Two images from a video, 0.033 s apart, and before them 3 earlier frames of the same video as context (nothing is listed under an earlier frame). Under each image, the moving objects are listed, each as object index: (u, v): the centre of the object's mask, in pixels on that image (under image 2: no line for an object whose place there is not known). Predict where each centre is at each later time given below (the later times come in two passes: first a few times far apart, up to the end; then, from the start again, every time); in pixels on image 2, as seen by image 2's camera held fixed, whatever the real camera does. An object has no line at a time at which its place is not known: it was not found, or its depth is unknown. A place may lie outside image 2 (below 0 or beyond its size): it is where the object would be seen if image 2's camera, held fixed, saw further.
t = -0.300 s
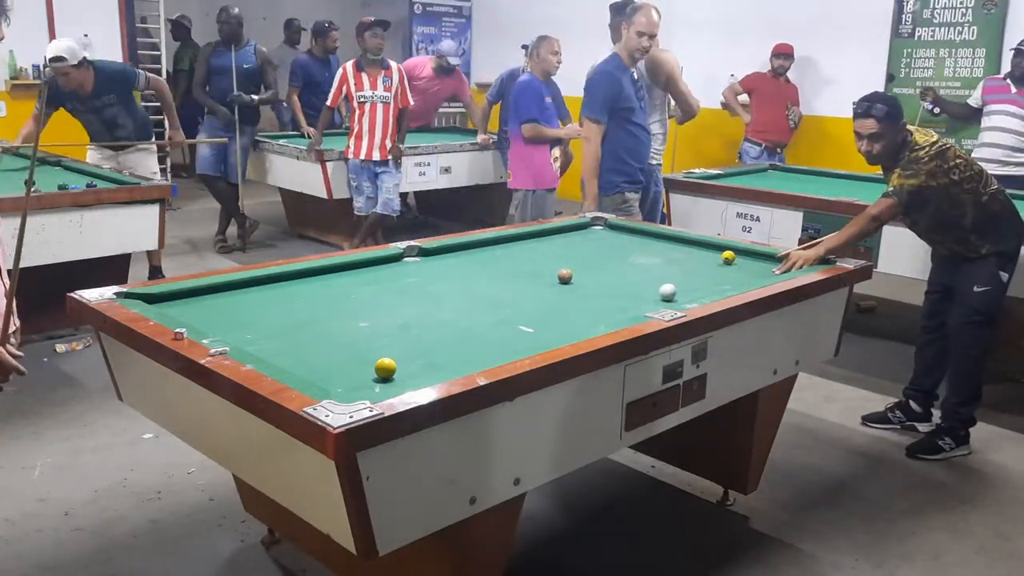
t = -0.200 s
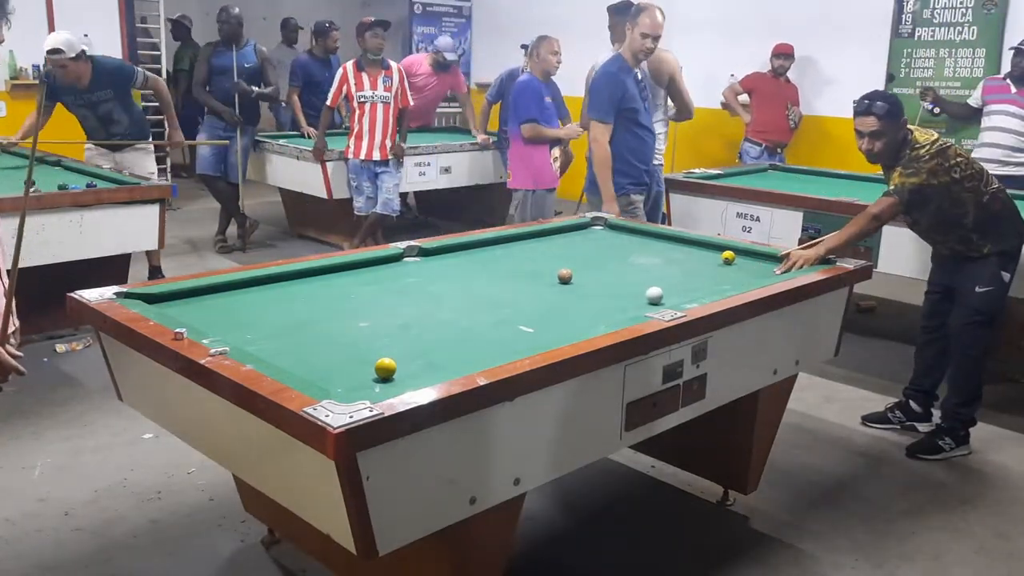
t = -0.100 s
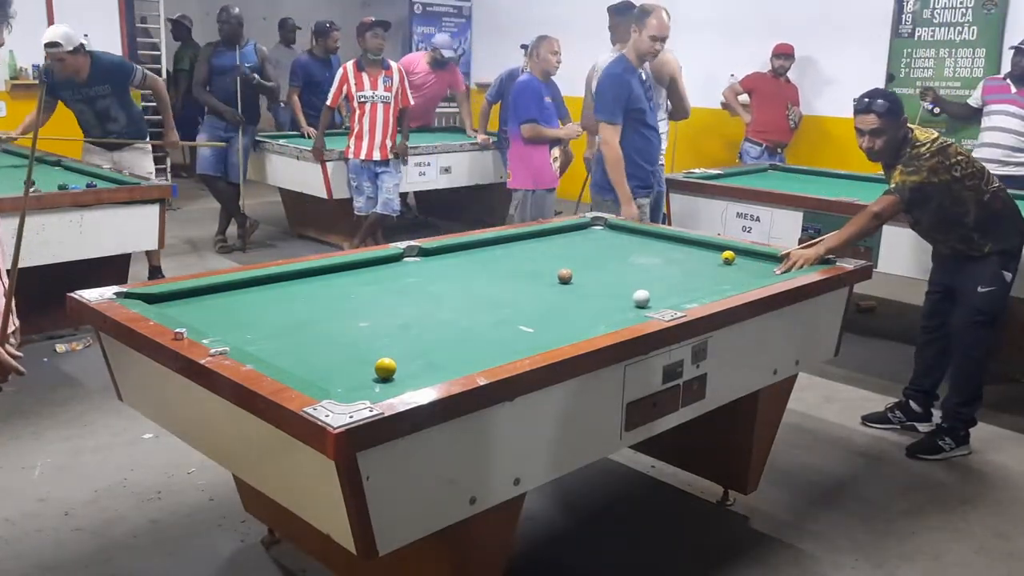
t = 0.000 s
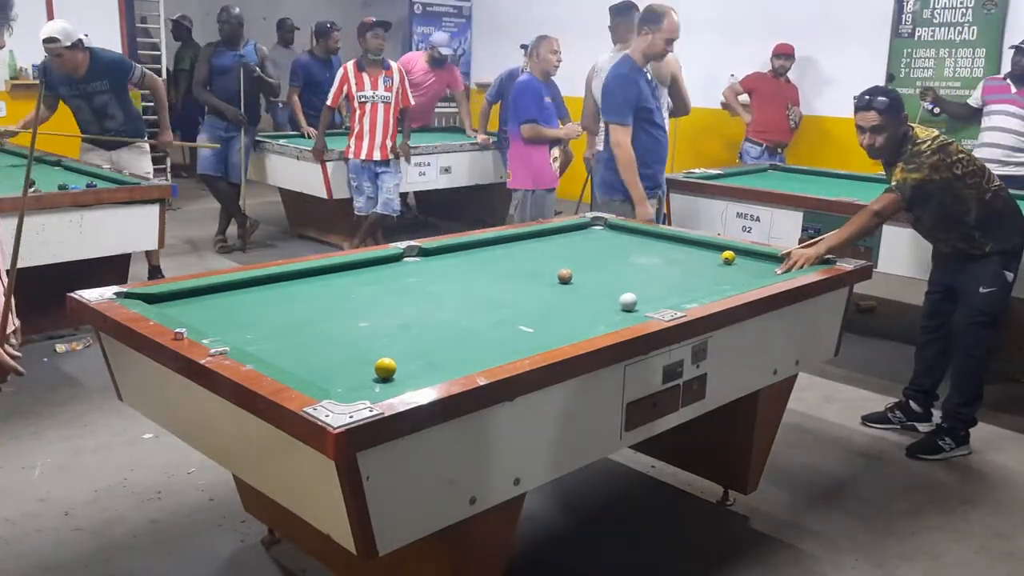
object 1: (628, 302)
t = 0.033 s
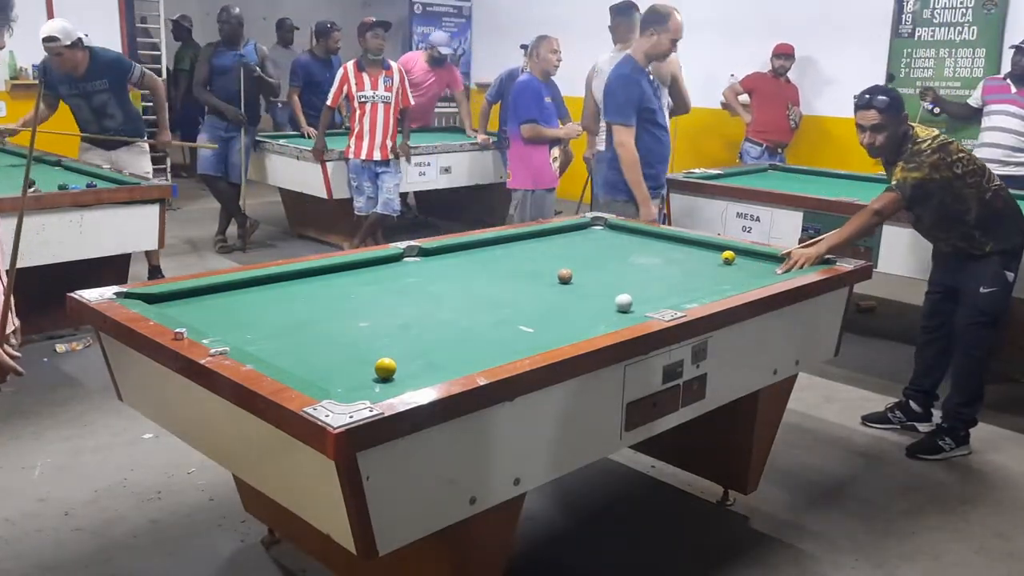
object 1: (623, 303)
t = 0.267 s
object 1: (592, 311)
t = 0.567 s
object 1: (550, 320)
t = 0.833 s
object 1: (513, 329)
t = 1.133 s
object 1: (470, 340)
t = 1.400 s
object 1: (431, 349)
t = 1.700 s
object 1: (388, 354)
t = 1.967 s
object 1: (347, 367)
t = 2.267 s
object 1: (306, 370)
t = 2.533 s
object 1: (314, 368)
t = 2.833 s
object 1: (330, 361)
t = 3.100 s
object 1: (341, 357)
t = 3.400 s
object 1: (350, 353)
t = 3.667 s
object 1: (354, 350)
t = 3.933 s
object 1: (357, 350)
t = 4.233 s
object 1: (358, 350)
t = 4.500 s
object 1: (358, 350)
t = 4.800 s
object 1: (358, 350)
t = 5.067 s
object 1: (358, 350)
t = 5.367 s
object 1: (358, 350)
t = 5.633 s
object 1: (358, 350)
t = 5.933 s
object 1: (358, 350)
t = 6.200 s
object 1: (358, 350)
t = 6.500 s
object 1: (358, 350)
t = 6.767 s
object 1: (358, 350)
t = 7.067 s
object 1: (358, 350)
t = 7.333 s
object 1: (358, 350)
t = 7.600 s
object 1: (358, 350)
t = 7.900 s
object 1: (358, 350)
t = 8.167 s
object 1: (358, 350)
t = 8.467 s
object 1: (358, 350)
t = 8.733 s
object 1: (358, 350)
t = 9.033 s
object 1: (358, 350)
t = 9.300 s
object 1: (358, 349)
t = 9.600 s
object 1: (358, 350)
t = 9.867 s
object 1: (358, 350)
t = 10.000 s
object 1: (358, 349)
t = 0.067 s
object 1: (619, 304)
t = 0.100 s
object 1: (615, 305)
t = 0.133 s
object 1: (610, 306)
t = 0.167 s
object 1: (605, 307)
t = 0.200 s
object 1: (601, 308)
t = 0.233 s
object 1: (597, 309)
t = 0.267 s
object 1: (592, 311)
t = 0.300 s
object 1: (587, 312)
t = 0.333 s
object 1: (583, 313)
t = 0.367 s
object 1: (578, 314)
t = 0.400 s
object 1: (574, 315)
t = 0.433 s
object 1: (569, 316)
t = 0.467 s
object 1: (564, 317)
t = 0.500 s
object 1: (560, 318)
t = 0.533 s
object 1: (555, 319)
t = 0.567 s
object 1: (550, 320)
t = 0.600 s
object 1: (546, 321)
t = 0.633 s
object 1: (541, 322)
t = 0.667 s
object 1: (536, 324)
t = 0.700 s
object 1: (532, 325)
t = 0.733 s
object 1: (527, 326)
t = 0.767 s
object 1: (522, 327)
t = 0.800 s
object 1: (517, 328)
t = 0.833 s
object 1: (513, 329)
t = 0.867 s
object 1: (508, 330)
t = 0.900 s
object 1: (503, 332)
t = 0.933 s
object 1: (498, 333)
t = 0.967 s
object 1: (494, 334)
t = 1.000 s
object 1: (489, 335)
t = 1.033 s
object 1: (484, 336)
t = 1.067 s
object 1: (479, 338)
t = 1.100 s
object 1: (475, 339)
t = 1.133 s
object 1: (470, 340)
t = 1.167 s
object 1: (465, 341)
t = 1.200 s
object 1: (460, 342)
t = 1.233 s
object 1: (455, 343)
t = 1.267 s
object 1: (450, 344)
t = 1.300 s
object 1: (446, 346)
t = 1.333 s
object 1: (441, 347)
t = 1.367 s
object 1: (436, 348)
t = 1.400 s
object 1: (431, 349)
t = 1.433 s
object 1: (426, 351)
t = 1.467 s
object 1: (421, 352)
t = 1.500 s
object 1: (416, 353)
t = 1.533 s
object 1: (411, 354)
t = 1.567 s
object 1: (407, 355)
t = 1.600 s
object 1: (402, 356)
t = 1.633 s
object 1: (398, 356)
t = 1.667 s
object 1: (394, 356)
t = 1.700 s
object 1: (388, 354)
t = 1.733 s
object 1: (381, 355)
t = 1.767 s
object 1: (375, 358)
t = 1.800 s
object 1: (370, 361)
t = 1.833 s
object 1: (367, 362)
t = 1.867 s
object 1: (362, 364)
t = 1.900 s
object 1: (357, 364)
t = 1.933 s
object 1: (353, 365)
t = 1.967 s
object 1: (347, 367)
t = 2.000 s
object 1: (342, 367)
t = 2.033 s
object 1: (338, 367)
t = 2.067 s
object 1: (333, 368)
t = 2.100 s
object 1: (328, 369)
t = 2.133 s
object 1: (324, 370)
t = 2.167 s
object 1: (320, 371)
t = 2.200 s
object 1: (315, 370)
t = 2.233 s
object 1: (310, 370)
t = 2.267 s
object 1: (306, 370)
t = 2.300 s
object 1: (302, 369)
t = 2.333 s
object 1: (302, 369)
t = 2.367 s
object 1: (304, 369)
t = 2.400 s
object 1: (306, 369)
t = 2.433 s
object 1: (308, 369)
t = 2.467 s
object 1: (310, 369)
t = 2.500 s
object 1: (312, 368)
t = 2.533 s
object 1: (314, 368)
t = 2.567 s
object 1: (316, 367)
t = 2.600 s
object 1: (318, 367)
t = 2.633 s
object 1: (319, 365)
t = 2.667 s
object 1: (321, 364)
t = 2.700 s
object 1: (323, 364)
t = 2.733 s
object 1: (325, 363)
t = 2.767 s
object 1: (327, 362)
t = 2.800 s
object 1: (328, 361)
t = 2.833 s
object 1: (330, 361)
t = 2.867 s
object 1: (331, 360)
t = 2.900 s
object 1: (333, 359)
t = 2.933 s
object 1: (334, 359)
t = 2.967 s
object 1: (336, 358)
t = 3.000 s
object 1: (337, 358)
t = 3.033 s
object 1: (339, 357)
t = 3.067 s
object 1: (340, 357)
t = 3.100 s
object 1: (341, 357)
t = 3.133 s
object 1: (343, 356)
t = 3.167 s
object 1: (344, 356)
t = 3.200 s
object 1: (345, 355)
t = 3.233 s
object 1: (346, 354)
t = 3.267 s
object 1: (347, 354)
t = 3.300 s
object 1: (348, 354)
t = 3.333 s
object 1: (349, 354)
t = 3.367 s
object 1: (349, 353)
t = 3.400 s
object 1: (350, 353)
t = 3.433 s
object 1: (351, 352)
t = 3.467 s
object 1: (351, 352)
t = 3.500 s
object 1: (352, 352)
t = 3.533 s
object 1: (353, 351)
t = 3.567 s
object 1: (353, 351)
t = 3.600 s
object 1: (353, 351)
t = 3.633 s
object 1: (354, 351)
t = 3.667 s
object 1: (354, 350)
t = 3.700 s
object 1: (355, 350)
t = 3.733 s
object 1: (355, 350)
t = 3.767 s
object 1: (356, 350)
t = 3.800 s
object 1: (356, 350)
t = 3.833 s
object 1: (357, 350)
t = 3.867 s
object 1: (357, 350)
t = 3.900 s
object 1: (357, 350)
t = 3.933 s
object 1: (357, 350)
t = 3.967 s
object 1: (358, 350)
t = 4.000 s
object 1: (358, 350)
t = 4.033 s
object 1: (358, 350)
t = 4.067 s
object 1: (358, 350)
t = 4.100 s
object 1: (358, 350)
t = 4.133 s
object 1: (358, 350)
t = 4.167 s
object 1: (358, 350)
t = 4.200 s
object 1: (358, 350)
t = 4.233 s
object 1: (358, 350)
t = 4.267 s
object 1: (358, 350)
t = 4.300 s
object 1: (358, 350)
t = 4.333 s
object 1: (358, 350)
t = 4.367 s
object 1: (358, 350)
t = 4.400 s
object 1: (358, 350)
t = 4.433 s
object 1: (358, 350)
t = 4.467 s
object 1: (358, 350)
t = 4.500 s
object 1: (358, 350)
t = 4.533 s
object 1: (358, 350)
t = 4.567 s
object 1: (358, 350)
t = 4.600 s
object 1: (358, 350)
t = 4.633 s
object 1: (358, 350)
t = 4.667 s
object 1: (358, 350)
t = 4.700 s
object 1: (358, 350)
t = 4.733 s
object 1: (358, 350)
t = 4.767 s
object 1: (358, 350)
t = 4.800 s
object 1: (358, 350)
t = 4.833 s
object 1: (358, 350)
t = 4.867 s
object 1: (358, 350)
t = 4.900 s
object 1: (358, 350)
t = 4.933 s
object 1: (358, 350)
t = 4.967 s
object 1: (358, 350)
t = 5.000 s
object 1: (358, 350)
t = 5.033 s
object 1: (358, 350)
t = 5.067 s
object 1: (358, 350)
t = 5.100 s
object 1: (358, 350)
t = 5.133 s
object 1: (358, 350)
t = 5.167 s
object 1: (358, 350)
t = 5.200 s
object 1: (358, 350)
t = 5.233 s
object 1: (358, 350)
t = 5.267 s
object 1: (358, 350)
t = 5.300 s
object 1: (358, 350)
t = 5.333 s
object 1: (358, 350)
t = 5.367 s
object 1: (358, 350)
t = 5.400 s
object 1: (358, 350)
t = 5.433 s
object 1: (358, 350)
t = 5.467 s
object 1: (358, 350)
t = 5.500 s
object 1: (358, 350)
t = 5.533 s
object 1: (358, 350)
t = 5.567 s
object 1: (358, 350)
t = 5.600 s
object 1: (358, 350)
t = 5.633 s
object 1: (358, 350)
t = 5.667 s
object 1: (358, 350)
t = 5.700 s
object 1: (358, 350)
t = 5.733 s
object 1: (358, 350)
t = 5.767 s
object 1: (358, 350)
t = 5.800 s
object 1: (358, 350)
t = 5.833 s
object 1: (358, 350)
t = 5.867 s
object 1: (358, 350)
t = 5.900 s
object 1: (358, 350)
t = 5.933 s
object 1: (358, 350)
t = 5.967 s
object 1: (358, 350)
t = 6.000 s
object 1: (358, 350)
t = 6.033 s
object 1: (358, 350)
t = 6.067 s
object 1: (358, 350)
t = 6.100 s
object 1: (358, 350)
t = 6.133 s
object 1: (358, 350)
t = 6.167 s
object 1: (358, 350)
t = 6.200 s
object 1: (358, 350)
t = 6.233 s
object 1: (358, 350)
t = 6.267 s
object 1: (358, 350)
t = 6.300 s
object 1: (358, 350)
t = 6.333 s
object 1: (358, 350)
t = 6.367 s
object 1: (358, 350)
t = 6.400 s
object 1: (358, 350)
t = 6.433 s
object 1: (358, 350)
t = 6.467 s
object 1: (358, 350)
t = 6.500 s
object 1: (358, 350)
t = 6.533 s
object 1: (358, 350)
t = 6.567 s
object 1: (358, 350)
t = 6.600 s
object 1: (358, 350)
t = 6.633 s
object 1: (358, 350)
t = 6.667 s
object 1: (358, 350)
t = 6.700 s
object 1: (358, 350)
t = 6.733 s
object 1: (358, 350)
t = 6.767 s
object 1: (358, 350)
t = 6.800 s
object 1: (358, 350)
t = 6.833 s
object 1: (358, 350)
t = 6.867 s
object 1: (358, 350)
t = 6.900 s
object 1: (358, 350)
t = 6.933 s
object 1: (358, 350)
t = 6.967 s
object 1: (358, 350)
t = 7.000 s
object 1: (358, 350)
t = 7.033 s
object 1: (358, 350)
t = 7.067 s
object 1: (358, 350)
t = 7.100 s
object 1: (358, 350)
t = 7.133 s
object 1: (358, 350)
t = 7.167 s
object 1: (358, 350)
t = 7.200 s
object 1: (358, 350)
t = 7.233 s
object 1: (358, 350)
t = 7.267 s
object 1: (358, 350)
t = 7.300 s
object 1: (358, 350)
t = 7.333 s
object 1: (358, 350)
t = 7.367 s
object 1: (358, 350)
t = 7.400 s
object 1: (358, 350)
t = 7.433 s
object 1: (358, 350)
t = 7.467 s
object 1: (358, 350)
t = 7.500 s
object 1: (358, 350)
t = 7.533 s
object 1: (358, 350)
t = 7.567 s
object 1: (358, 350)
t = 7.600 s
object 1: (358, 350)
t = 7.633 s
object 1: (358, 350)
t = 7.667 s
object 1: (358, 350)
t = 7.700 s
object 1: (358, 350)
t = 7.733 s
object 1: (358, 350)
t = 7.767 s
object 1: (358, 350)
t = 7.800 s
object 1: (358, 350)
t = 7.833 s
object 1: (358, 350)
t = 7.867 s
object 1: (358, 350)
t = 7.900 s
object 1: (358, 350)
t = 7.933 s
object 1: (358, 350)
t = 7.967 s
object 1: (358, 350)
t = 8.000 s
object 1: (358, 350)
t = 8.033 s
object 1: (358, 350)
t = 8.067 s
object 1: (358, 350)
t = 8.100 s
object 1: (358, 350)
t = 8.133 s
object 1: (358, 350)
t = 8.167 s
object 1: (358, 350)
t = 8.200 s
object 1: (358, 350)
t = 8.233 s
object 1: (358, 350)
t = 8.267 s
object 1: (358, 350)
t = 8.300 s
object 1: (358, 350)
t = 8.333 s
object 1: (358, 350)
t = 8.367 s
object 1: (358, 350)
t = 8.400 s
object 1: (358, 350)
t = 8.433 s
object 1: (358, 350)
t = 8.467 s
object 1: (358, 350)
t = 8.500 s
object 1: (358, 350)
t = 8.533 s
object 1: (358, 350)
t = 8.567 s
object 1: (358, 350)
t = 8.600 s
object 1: (358, 350)
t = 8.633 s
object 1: (358, 350)
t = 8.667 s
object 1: (358, 350)
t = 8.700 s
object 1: (358, 350)
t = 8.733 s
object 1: (358, 350)
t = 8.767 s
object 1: (358, 350)
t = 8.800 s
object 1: (358, 350)
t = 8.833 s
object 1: (358, 350)
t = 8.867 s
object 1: (358, 350)
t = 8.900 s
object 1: (358, 350)
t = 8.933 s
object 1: (358, 350)
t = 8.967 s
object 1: (358, 350)
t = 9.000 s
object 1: (358, 350)
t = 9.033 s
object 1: (358, 350)
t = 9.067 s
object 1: (358, 350)
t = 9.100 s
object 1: (358, 350)
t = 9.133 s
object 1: (358, 350)
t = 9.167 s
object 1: (358, 350)
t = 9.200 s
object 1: (358, 350)
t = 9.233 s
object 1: (358, 349)
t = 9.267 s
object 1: (358, 350)
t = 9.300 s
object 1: (358, 349)
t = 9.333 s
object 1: (358, 349)
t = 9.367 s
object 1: (358, 349)
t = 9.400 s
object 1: (358, 349)
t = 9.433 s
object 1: (358, 349)
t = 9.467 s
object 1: (358, 350)
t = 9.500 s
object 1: (358, 350)
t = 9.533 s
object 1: (358, 349)
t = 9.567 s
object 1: (358, 350)
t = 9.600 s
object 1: (358, 350)
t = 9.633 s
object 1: (358, 350)
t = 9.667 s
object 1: (358, 350)
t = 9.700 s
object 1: (358, 350)
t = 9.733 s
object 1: (358, 350)
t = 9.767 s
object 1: (358, 350)
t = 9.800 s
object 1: (358, 350)
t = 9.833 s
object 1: (358, 350)
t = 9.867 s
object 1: (358, 350)
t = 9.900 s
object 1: (358, 350)
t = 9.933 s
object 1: (358, 350)
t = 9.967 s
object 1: (358, 350)
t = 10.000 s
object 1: (358, 349)
